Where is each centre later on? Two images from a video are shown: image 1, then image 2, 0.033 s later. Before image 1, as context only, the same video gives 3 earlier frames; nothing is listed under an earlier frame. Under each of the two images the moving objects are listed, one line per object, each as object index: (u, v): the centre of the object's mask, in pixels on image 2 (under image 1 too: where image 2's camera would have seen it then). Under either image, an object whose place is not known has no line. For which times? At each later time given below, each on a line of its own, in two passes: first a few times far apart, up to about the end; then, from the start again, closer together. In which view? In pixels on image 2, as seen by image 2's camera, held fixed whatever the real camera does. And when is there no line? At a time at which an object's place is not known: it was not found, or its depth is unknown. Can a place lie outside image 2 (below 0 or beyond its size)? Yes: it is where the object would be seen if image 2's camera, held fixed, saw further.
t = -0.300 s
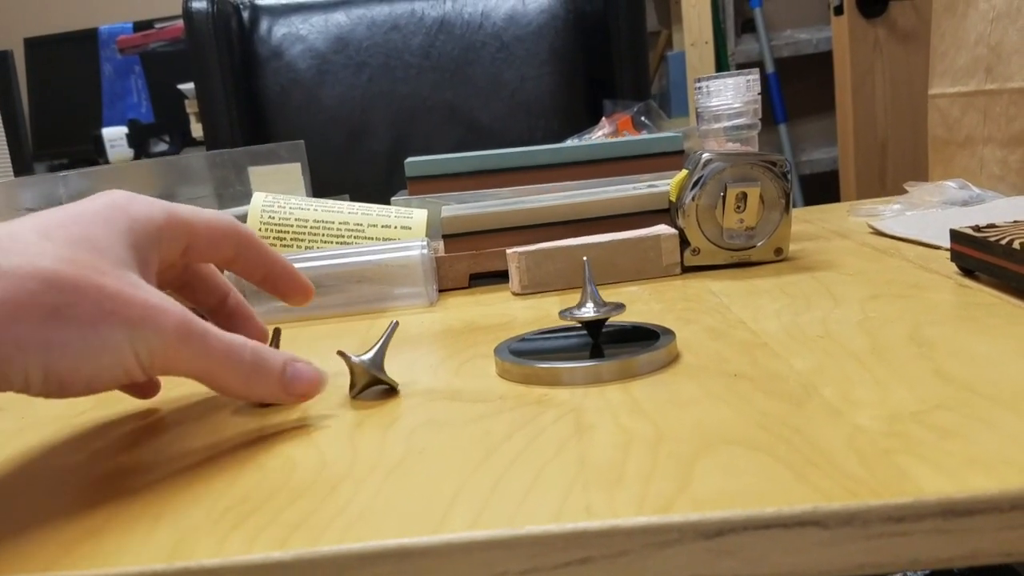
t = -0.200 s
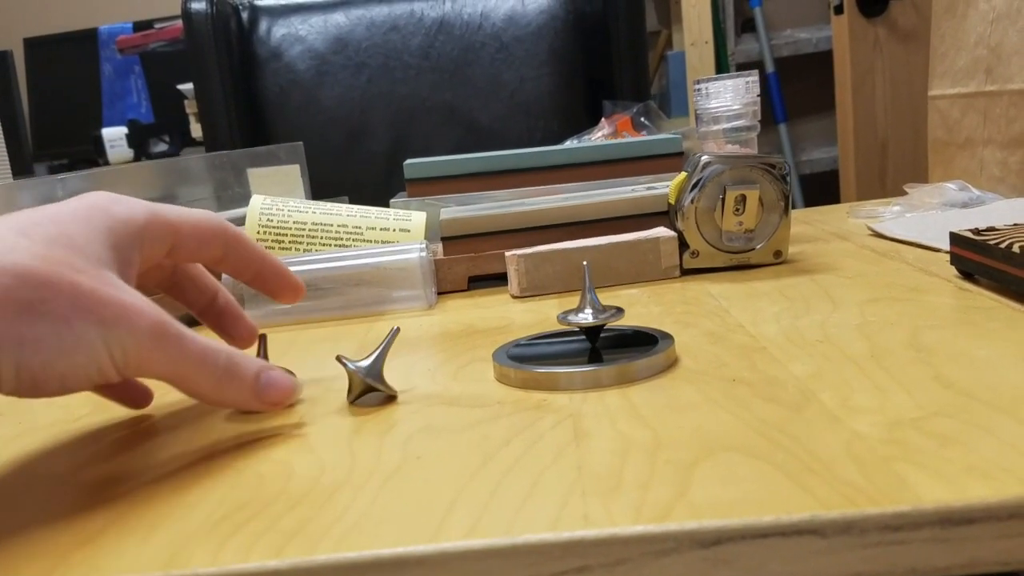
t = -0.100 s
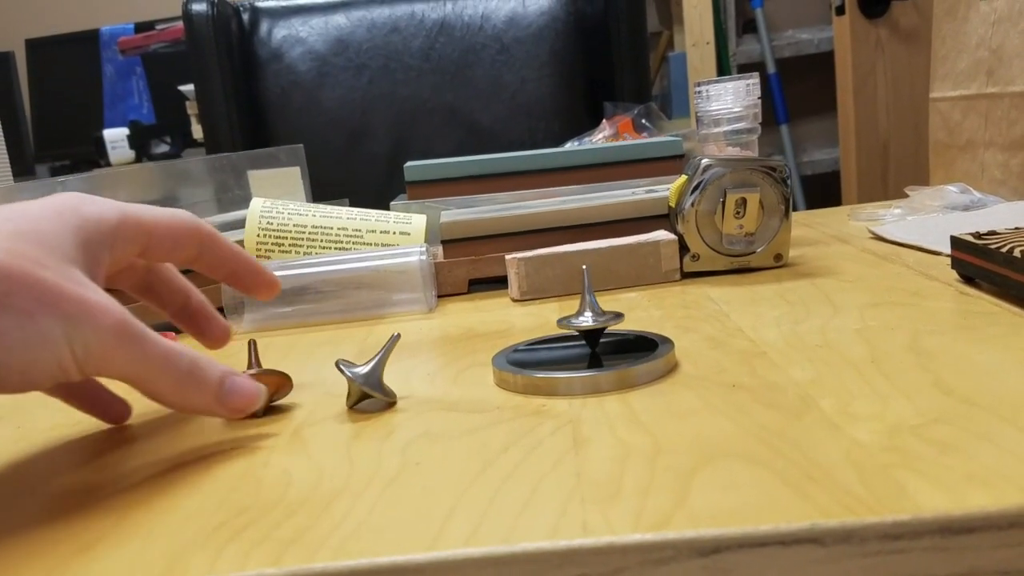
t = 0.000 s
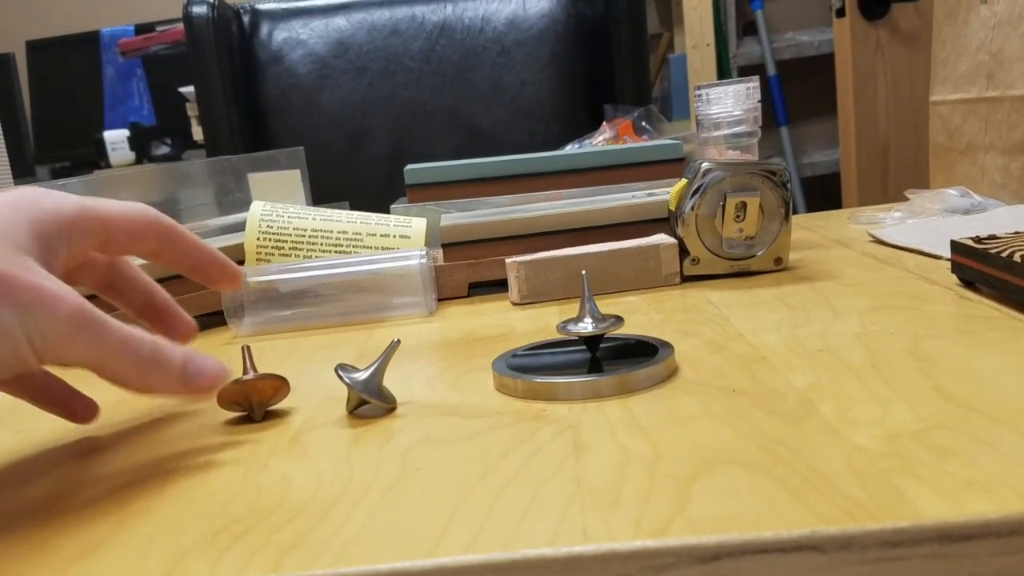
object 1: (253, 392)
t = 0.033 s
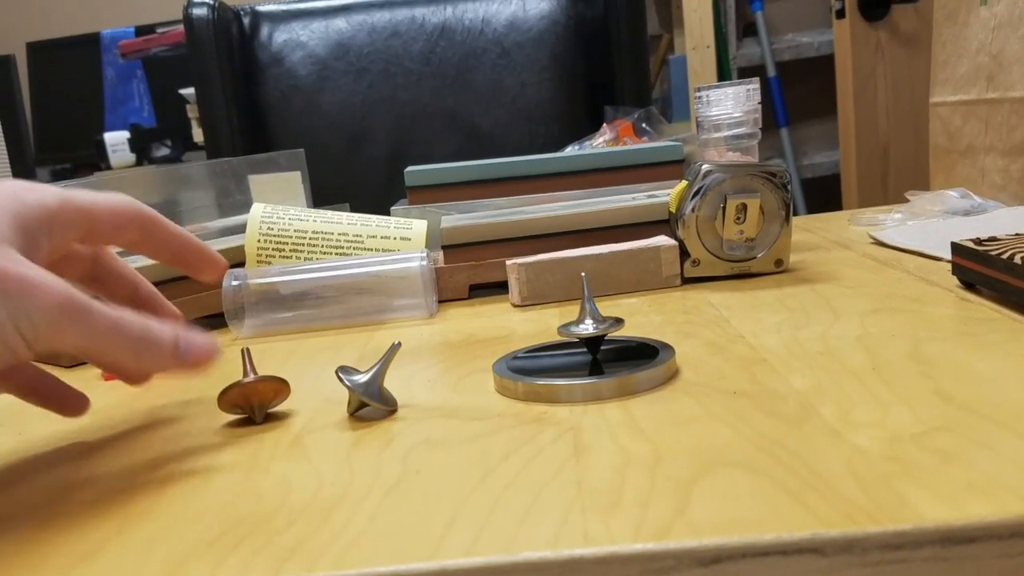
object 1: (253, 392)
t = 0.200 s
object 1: (253, 392)
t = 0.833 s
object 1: (273, 390)
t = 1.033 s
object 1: (279, 390)
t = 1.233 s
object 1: (282, 391)
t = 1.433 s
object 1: (282, 393)
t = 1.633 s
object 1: (281, 394)
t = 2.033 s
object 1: (282, 392)
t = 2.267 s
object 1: (282, 391)
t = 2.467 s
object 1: (282, 392)
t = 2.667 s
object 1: (282, 392)
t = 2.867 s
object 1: (282, 392)
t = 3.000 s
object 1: (282, 392)
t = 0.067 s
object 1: (252, 392)
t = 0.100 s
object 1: (252, 392)
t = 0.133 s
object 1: (252, 392)
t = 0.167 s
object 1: (253, 392)
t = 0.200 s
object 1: (253, 392)
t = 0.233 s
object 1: (254, 392)
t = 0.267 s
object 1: (254, 392)
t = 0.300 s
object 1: (255, 392)
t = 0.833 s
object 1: (273, 390)
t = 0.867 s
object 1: (274, 390)
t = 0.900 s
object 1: (275, 390)
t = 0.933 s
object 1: (276, 390)
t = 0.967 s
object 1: (277, 390)
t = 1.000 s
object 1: (278, 390)
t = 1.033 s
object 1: (279, 390)
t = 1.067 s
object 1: (280, 390)
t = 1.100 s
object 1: (281, 390)
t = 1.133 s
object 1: (281, 391)
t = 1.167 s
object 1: (281, 391)
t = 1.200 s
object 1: (282, 391)
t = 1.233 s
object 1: (282, 391)
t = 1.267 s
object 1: (282, 392)
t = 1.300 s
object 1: (282, 392)
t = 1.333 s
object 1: (282, 392)
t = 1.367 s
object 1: (282, 393)
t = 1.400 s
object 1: (282, 393)
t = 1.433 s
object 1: (282, 393)
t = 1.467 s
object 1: (282, 394)
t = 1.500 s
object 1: (282, 394)
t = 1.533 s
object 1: (282, 394)
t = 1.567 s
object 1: (281, 394)
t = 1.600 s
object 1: (281, 394)
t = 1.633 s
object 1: (281, 394)
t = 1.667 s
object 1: (281, 394)
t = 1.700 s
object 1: (281, 394)
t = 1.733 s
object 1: (281, 394)
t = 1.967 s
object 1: (282, 392)
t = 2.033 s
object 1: (282, 392)
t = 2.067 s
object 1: (282, 392)
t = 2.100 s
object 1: (282, 392)
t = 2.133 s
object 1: (282, 392)
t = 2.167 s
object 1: (282, 392)
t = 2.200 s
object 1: (282, 392)
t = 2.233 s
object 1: (282, 391)
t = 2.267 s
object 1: (282, 391)
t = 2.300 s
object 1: (282, 392)
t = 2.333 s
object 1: (282, 391)
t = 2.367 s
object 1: (282, 391)
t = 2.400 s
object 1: (282, 392)
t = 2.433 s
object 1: (282, 391)
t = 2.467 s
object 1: (282, 392)
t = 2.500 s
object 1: (282, 391)
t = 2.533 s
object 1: (282, 392)
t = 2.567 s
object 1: (282, 391)
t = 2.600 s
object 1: (282, 392)
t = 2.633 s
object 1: (282, 391)
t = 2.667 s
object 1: (282, 392)
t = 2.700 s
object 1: (282, 391)
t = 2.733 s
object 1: (282, 392)
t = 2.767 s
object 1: (282, 391)
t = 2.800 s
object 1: (282, 392)
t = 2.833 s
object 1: (282, 392)
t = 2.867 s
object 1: (282, 392)
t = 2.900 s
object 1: (282, 392)
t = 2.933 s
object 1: (282, 392)
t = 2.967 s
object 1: (282, 392)
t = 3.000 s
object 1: (282, 392)
